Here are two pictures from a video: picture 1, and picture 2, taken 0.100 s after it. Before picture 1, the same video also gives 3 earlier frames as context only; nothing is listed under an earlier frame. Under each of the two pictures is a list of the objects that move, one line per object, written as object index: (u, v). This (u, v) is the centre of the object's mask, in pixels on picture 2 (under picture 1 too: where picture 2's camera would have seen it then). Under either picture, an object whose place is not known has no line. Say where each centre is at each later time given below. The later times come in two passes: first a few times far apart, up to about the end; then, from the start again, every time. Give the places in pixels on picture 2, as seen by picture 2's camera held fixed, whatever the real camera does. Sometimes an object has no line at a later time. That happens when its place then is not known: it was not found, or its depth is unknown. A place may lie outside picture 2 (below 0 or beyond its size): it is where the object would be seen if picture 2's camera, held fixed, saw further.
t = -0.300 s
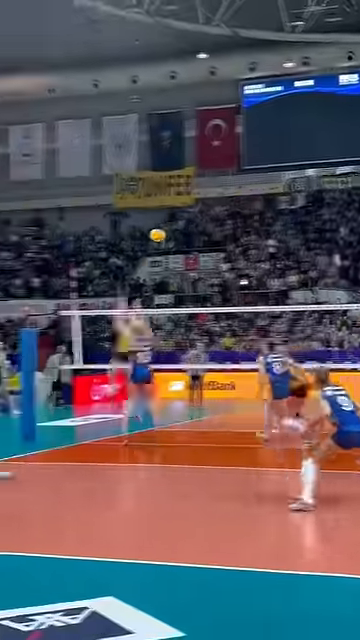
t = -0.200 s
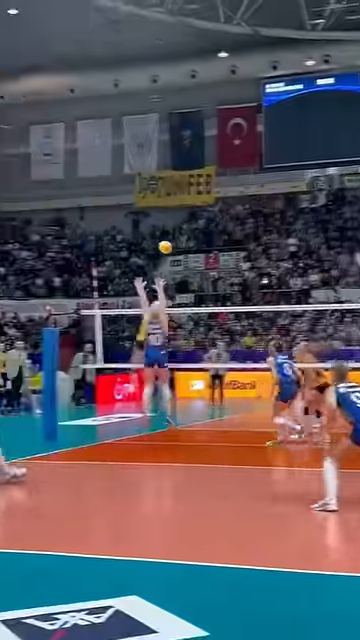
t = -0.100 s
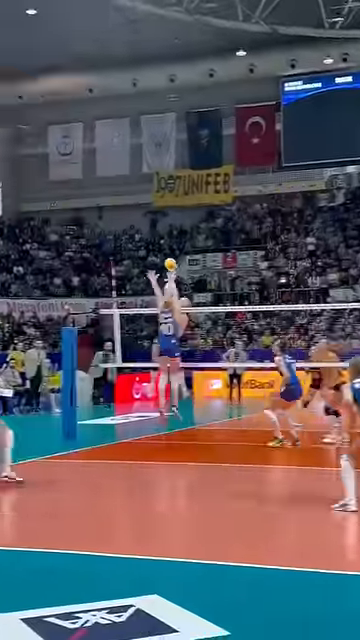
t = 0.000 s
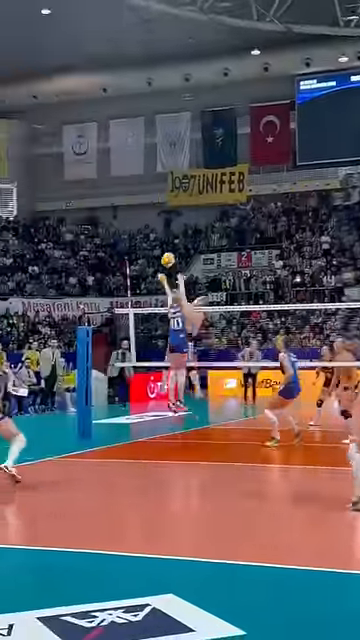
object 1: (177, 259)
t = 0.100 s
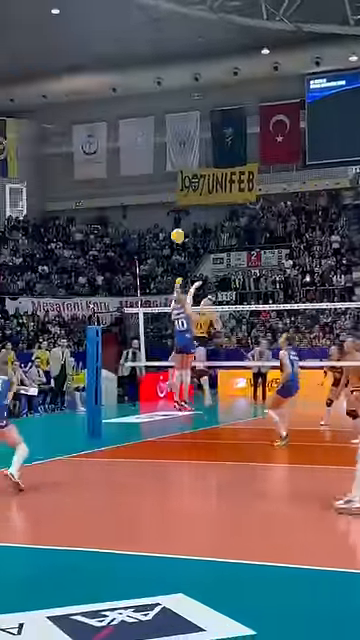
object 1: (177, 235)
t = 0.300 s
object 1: (175, 194)
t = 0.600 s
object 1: (169, 179)
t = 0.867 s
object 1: (164, 223)
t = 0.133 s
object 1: (177, 227)
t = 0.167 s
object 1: (177, 219)
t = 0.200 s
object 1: (177, 212)
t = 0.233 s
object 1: (176, 205)
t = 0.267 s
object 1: (176, 199)
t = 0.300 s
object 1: (175, 194)
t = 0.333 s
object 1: (174, 189)
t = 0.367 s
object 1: (174, 185)
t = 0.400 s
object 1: (174, 182)
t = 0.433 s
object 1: (173, 179)
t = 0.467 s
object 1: (172, 177)
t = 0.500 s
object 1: (172, 176)
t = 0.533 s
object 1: (171, 176)
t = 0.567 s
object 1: (170, 177)
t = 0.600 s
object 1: (169, 179)
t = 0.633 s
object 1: (169, 181)
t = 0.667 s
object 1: (168, 185)
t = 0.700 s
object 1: (167, 190)
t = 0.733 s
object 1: (167, 192)
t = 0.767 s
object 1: (166, 198)
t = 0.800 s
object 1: (165, 206)
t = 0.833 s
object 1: (165, 213)
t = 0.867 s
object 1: (164, 223)
